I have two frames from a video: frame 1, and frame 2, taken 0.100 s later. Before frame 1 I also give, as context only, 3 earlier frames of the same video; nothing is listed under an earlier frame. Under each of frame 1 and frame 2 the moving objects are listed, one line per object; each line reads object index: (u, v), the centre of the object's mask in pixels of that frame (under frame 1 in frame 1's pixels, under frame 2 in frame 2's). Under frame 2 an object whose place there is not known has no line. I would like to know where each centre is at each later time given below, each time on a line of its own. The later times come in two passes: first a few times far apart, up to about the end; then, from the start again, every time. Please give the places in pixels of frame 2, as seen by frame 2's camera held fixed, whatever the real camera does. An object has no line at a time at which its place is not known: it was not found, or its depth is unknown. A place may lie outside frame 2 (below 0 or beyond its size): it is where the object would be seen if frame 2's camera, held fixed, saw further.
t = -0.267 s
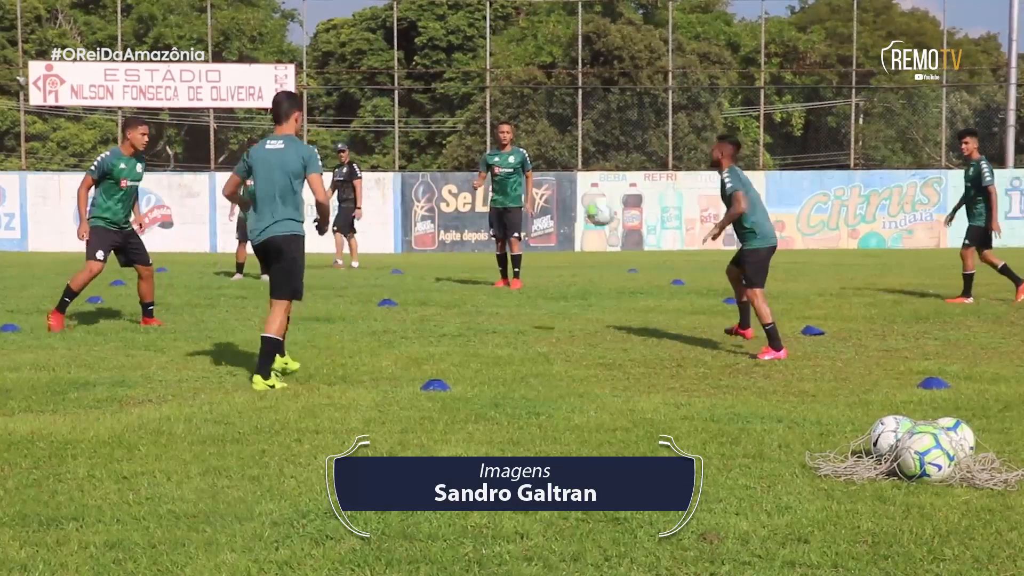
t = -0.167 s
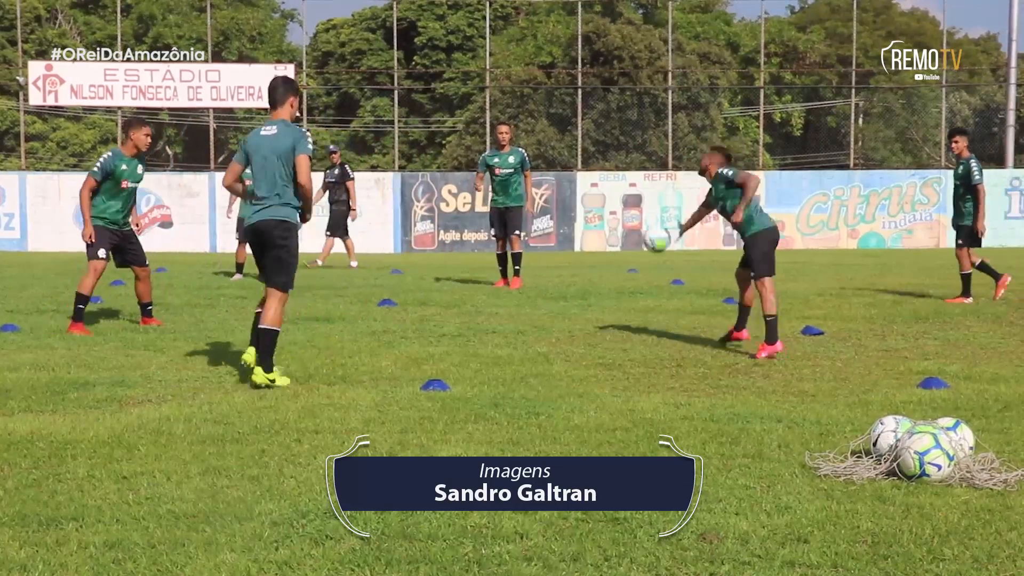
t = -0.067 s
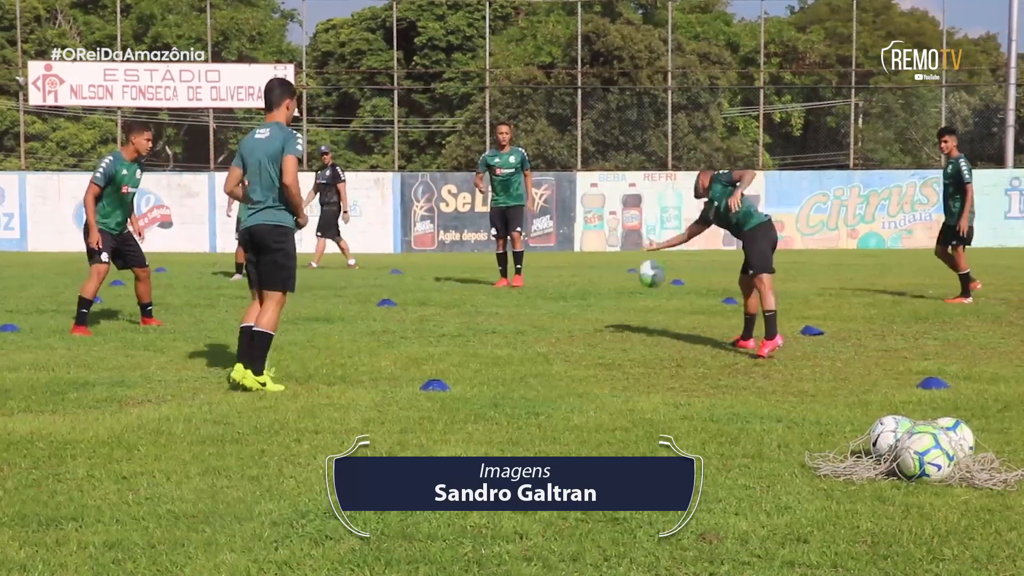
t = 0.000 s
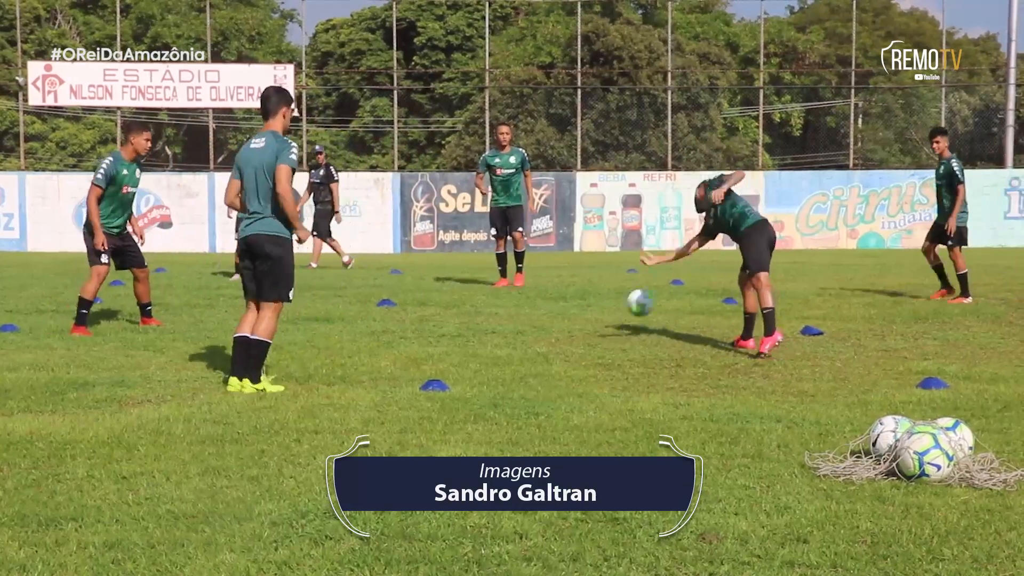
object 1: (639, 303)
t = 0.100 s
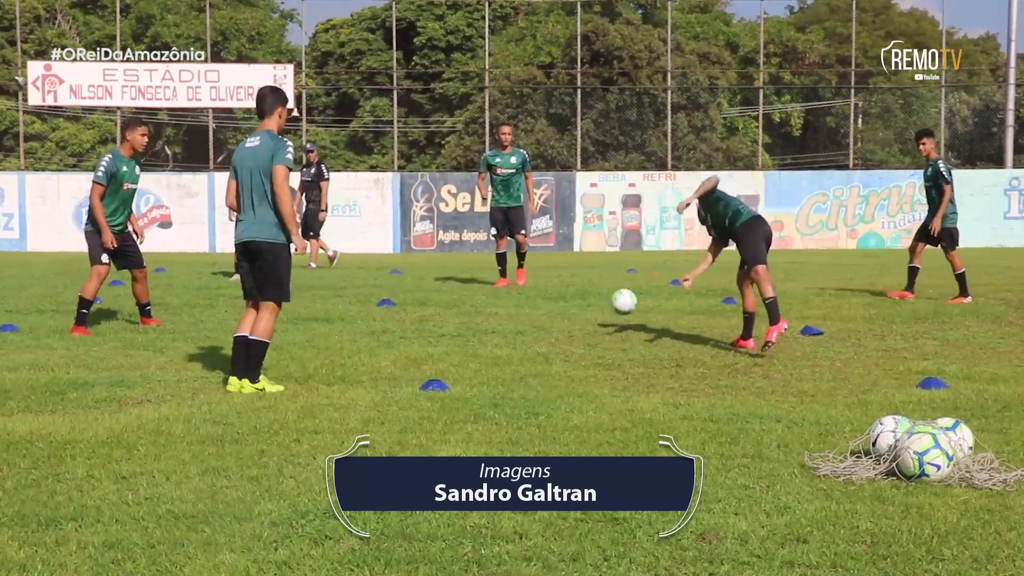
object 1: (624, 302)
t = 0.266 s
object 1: (598, 276)
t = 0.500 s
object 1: (562, 294)
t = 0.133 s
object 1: (618, 294)
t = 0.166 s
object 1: (613, 287)
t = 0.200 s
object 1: (608, 282)
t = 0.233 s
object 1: (603, 278)
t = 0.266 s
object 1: (598, 276)
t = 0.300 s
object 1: (592, 275)
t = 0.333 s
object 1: (587, 274)
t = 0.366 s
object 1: (582, 276)
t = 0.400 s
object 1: (577, 279)
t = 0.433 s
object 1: (572, 282)
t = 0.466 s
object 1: (567, 288)
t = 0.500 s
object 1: (562, 294)
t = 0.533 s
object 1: (557, 302)
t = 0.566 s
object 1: (553, 309)
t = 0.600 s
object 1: (549, 304)
